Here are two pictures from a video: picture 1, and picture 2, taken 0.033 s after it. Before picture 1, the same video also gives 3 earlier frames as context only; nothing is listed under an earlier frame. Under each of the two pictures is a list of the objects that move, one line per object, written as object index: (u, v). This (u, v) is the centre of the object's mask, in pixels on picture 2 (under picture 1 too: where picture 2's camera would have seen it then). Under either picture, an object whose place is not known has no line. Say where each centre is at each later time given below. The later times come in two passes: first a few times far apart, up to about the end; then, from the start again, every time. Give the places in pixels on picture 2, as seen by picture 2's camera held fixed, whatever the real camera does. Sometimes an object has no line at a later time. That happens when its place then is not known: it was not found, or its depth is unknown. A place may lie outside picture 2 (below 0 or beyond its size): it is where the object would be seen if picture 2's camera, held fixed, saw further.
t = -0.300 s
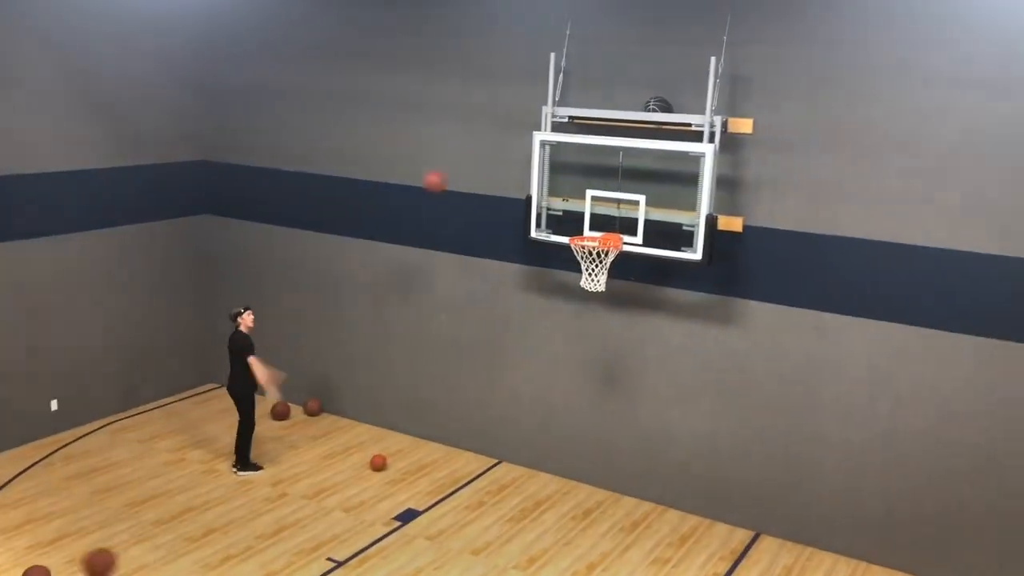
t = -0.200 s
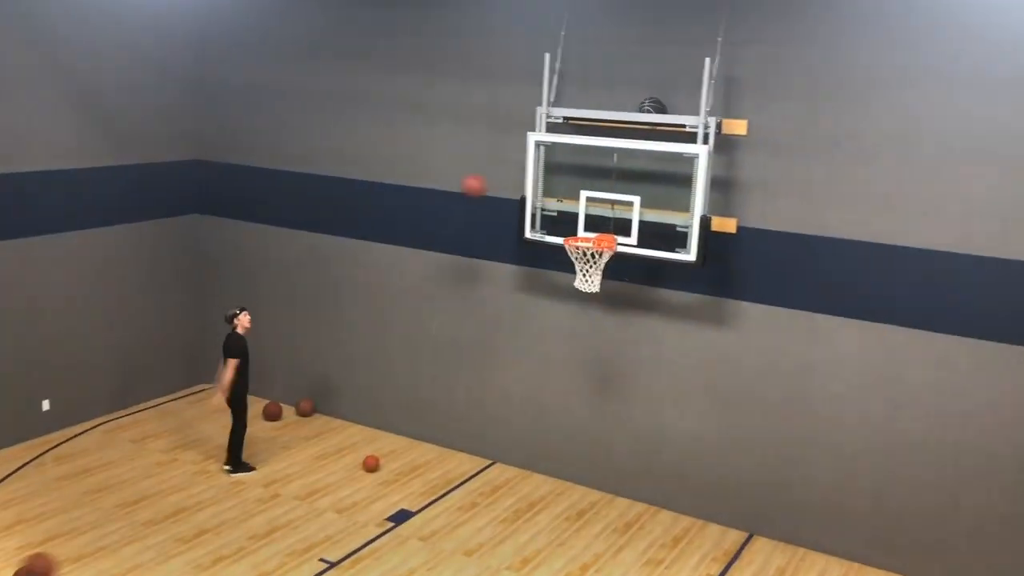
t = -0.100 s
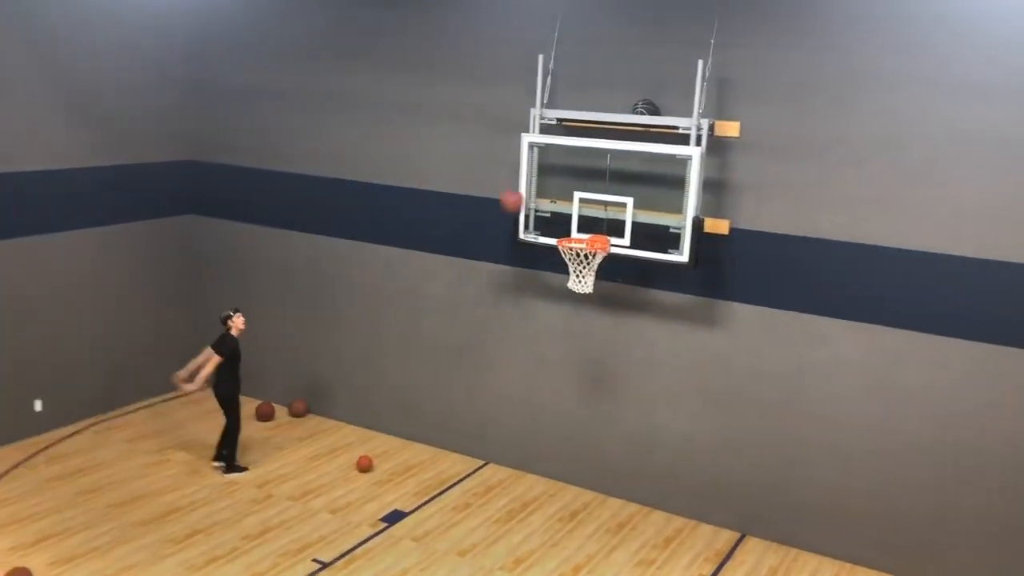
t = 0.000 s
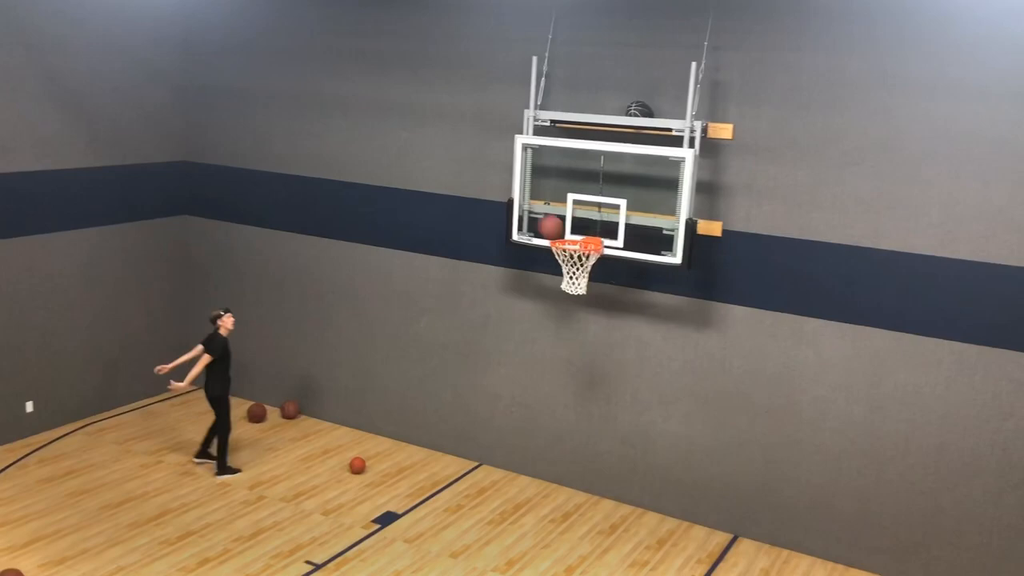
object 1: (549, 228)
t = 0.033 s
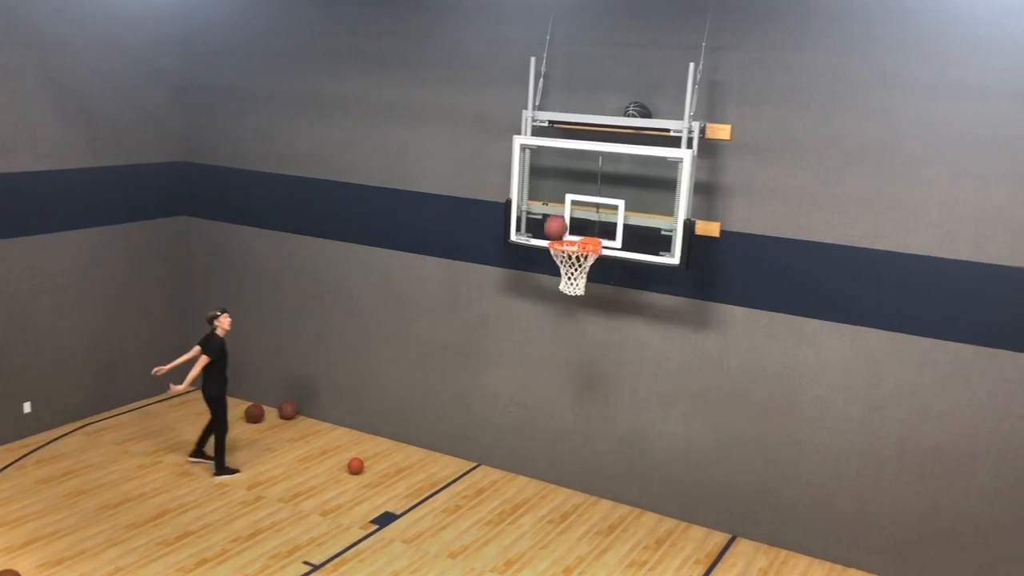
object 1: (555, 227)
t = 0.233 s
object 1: (575, 189)
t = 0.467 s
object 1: (579, 193)
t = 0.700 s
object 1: (574, 257)
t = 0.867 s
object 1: (569, 325)
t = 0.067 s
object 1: (559, 219)
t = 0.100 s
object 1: (562, 210)
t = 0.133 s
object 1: (565, 203)
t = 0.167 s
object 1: (569, 197)
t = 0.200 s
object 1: (572, 192)
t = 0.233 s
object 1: (575, 189)
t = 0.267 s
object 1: (578, 186)
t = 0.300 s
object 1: (580, 185)
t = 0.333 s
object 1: (579, 184)
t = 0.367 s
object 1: (580, 185)
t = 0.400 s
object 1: (580, 186)
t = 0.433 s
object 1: (580, 189)
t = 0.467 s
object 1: (579, 193)
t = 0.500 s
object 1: (578, 198)
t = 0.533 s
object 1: (578, 206)
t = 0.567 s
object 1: (578, 212)
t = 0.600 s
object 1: (576, 221)
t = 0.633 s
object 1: (576, 230)
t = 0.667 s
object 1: (575, 238)
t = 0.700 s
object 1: (574, 257)
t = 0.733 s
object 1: (573, 264)
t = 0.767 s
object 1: (572, 276)
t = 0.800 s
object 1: (570, 298)
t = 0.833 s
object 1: (569, 309)
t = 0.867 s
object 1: (569, 325)
